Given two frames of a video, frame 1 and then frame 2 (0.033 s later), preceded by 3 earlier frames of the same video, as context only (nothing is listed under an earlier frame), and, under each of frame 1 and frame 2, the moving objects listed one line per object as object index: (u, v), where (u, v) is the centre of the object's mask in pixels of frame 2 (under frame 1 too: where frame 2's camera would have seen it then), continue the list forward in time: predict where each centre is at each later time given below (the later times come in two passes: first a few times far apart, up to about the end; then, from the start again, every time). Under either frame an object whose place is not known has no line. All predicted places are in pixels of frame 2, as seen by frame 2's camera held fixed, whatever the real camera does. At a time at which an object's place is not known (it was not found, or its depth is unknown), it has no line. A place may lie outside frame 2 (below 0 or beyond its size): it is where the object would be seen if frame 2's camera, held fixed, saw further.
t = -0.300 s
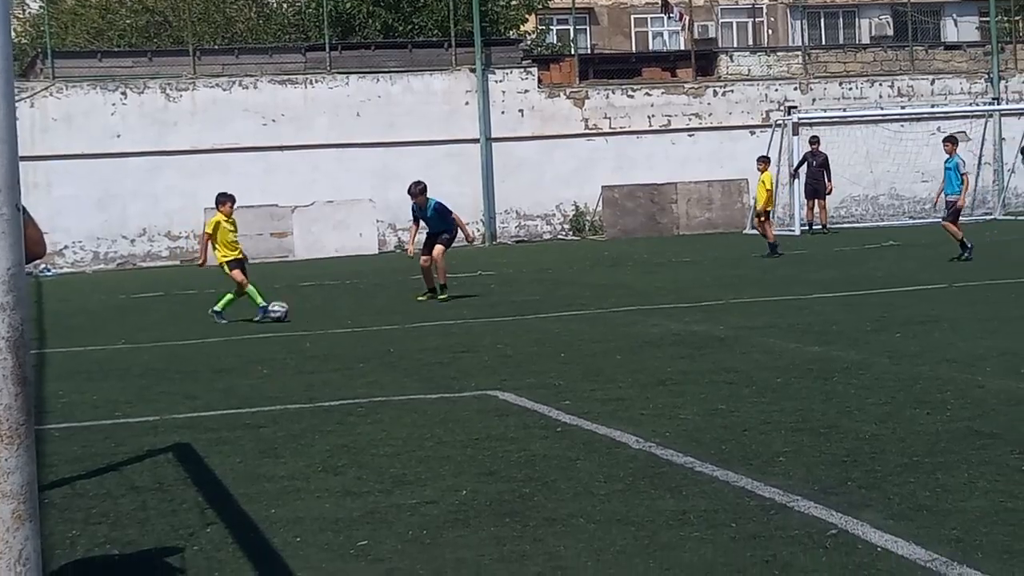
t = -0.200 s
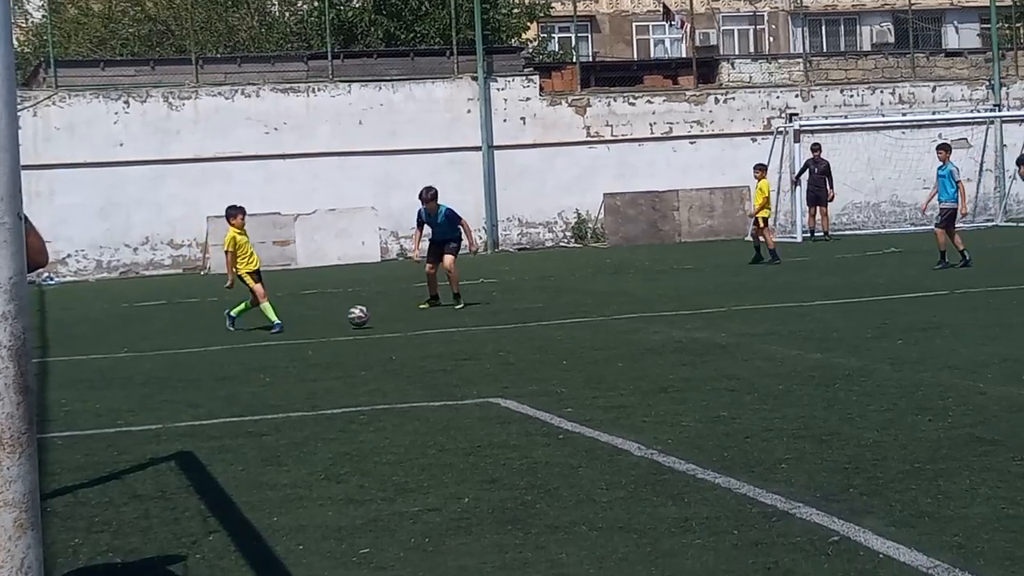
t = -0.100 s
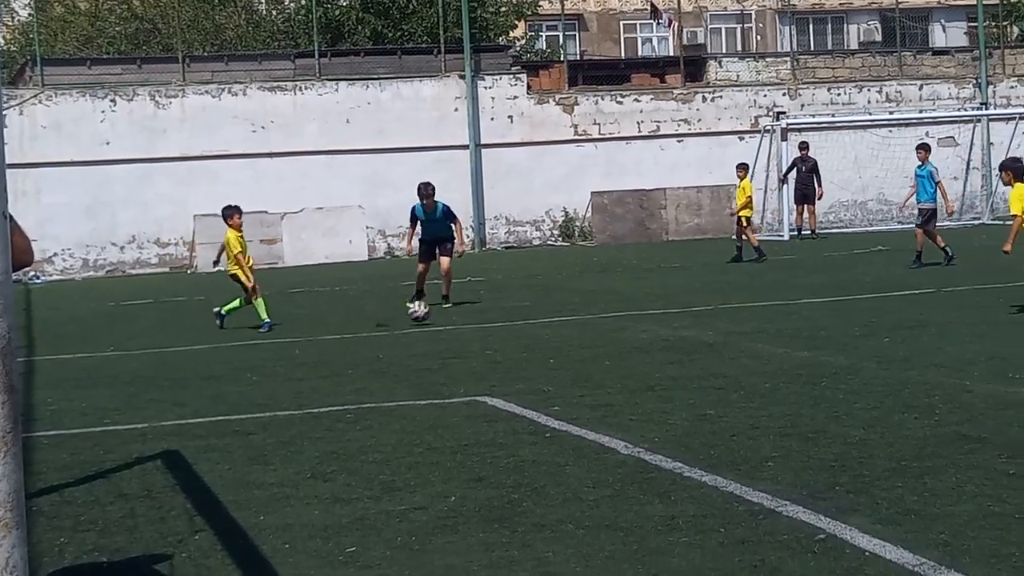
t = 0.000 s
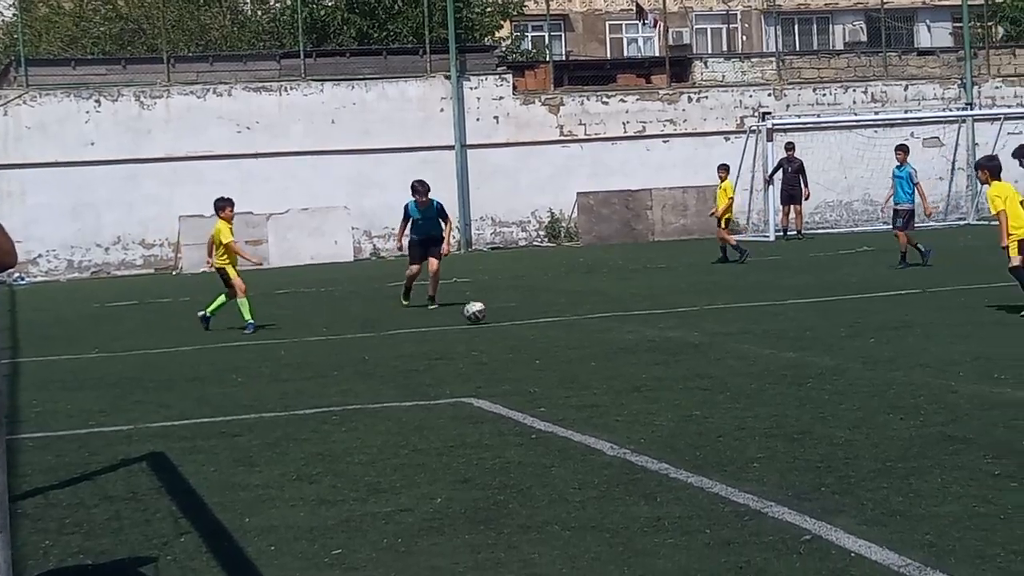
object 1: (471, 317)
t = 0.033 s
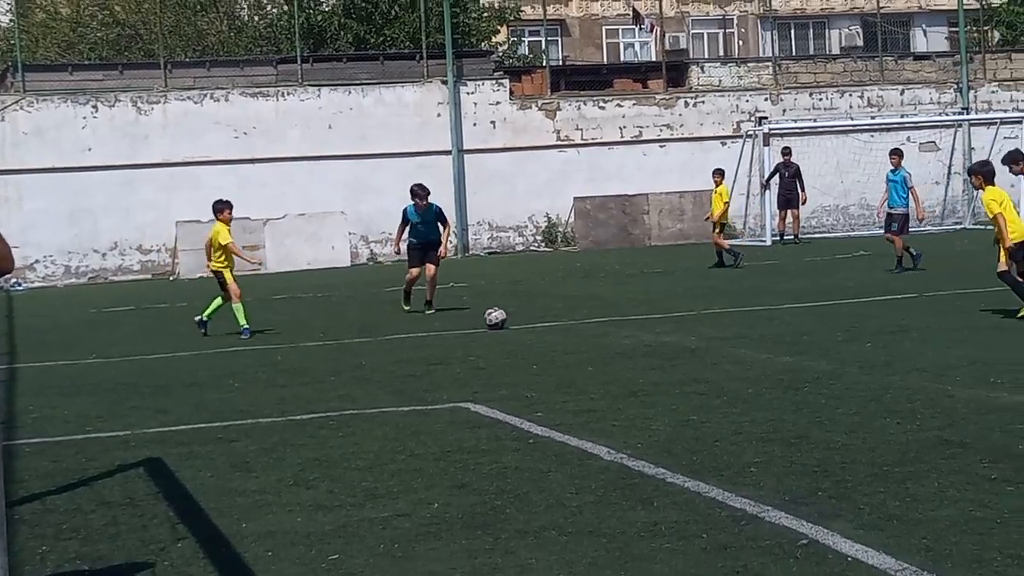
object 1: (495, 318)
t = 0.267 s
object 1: (627, 310)
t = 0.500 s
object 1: (741, 311)
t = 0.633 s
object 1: (803, 310)
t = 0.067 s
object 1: (514, 316)
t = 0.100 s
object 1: (535, 315)
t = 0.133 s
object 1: (555, 314)
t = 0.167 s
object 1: (575, 315)
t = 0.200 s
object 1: (594, 314)
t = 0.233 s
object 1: (610, 312)
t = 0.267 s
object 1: (627, 310)
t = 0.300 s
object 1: (645, 311)
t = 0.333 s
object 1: (662, 312)
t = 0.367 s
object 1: (678, 312)
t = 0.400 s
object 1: (693, 311)
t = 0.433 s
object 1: (709, 310)
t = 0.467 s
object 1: (725, 311)
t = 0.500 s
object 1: (741, 311)
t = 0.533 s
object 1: (756, 309)
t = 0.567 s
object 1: (772, 307)
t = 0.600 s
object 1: (788, 308)
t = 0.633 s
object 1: (803, 310)
